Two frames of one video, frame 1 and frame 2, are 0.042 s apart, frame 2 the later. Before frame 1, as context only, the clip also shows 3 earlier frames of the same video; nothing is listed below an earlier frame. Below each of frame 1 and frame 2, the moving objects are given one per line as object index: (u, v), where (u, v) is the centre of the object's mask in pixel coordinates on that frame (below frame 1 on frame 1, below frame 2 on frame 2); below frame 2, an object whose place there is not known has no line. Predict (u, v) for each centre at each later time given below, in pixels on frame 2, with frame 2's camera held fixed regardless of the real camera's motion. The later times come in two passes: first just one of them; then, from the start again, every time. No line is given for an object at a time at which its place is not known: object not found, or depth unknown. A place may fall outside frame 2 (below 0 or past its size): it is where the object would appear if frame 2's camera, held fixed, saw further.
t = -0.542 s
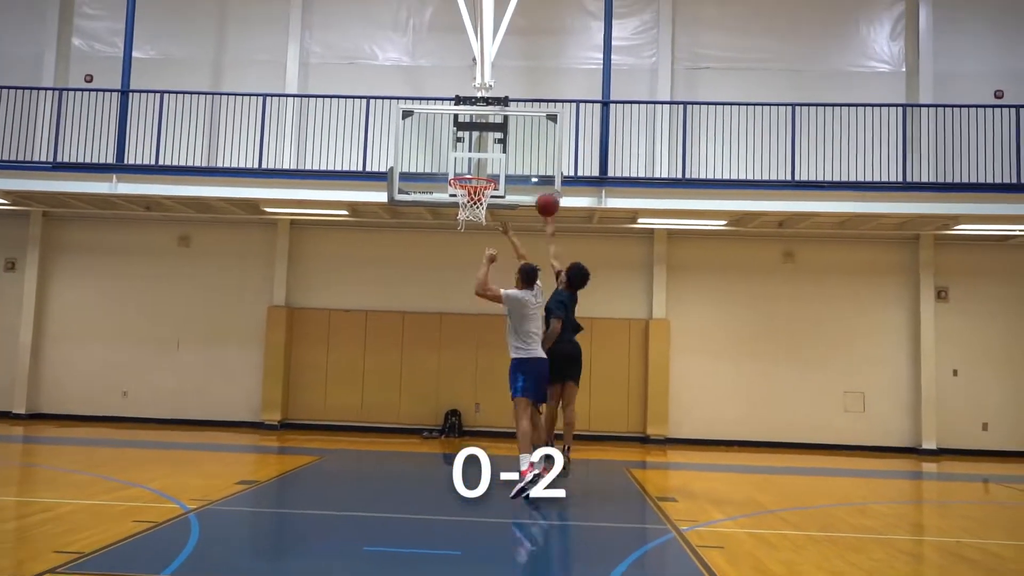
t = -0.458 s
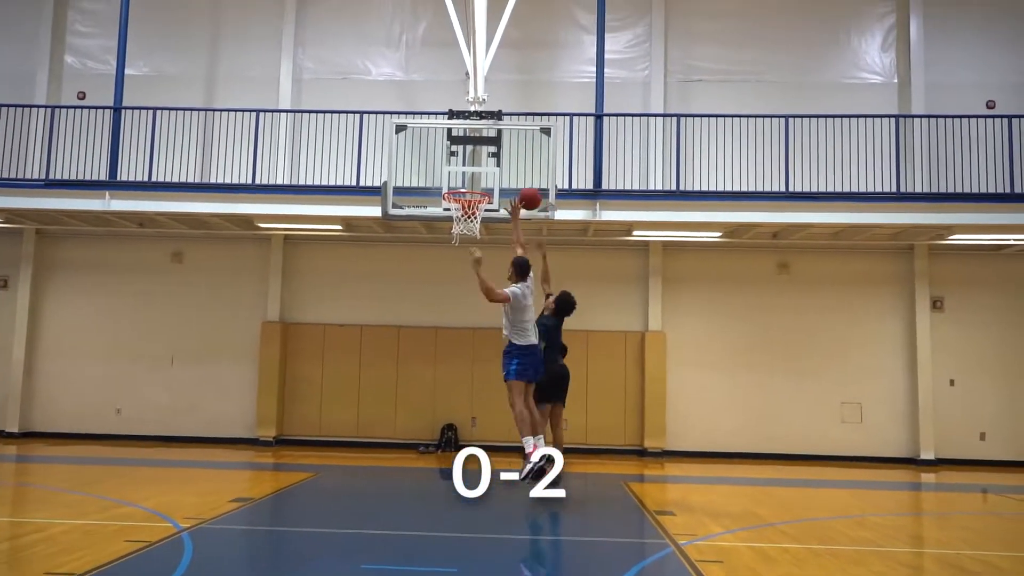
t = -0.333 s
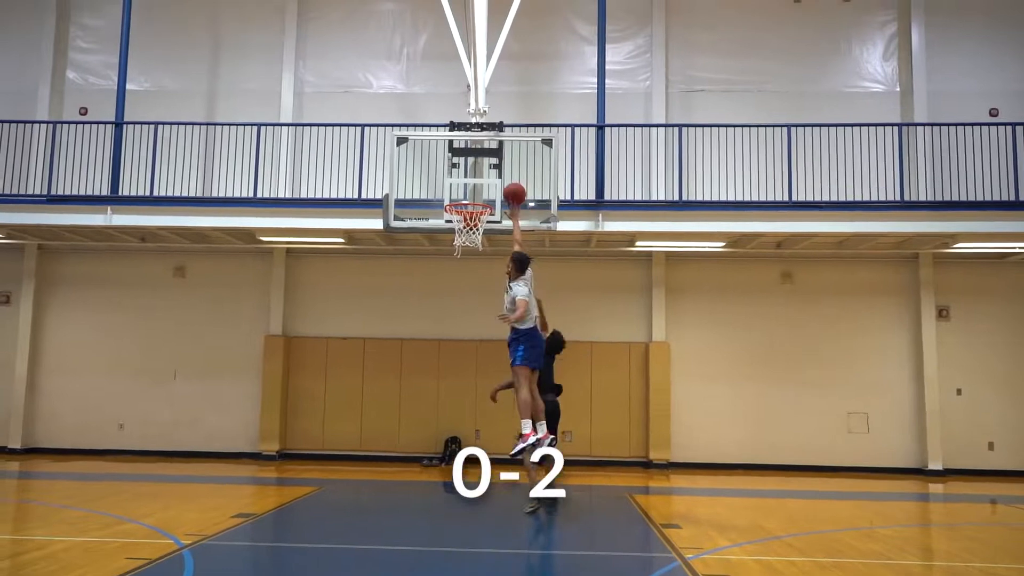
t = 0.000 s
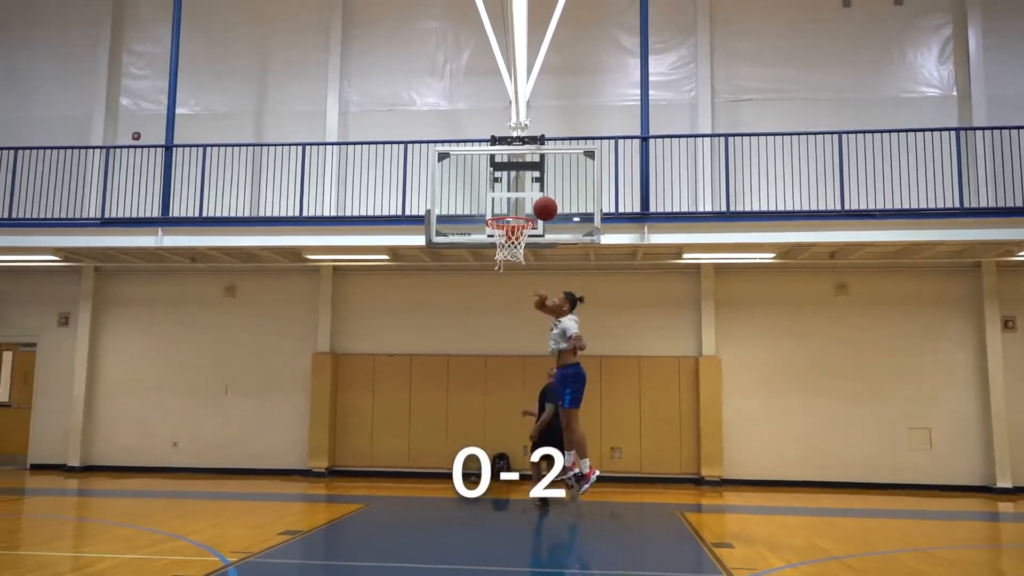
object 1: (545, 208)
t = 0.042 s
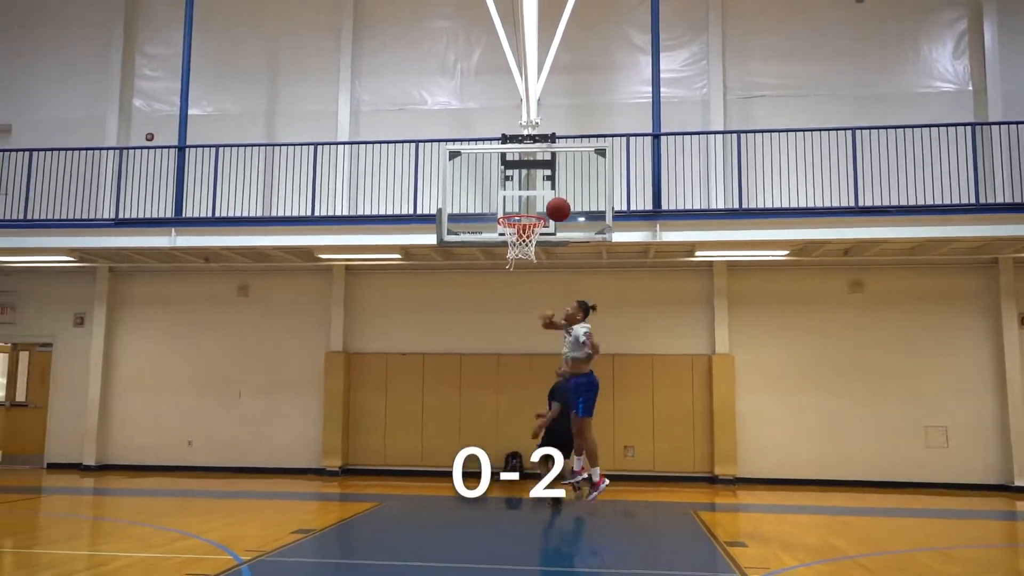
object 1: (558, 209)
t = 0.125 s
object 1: (561, 220)
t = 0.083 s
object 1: (560, 213)
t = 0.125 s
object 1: (561, 220)
